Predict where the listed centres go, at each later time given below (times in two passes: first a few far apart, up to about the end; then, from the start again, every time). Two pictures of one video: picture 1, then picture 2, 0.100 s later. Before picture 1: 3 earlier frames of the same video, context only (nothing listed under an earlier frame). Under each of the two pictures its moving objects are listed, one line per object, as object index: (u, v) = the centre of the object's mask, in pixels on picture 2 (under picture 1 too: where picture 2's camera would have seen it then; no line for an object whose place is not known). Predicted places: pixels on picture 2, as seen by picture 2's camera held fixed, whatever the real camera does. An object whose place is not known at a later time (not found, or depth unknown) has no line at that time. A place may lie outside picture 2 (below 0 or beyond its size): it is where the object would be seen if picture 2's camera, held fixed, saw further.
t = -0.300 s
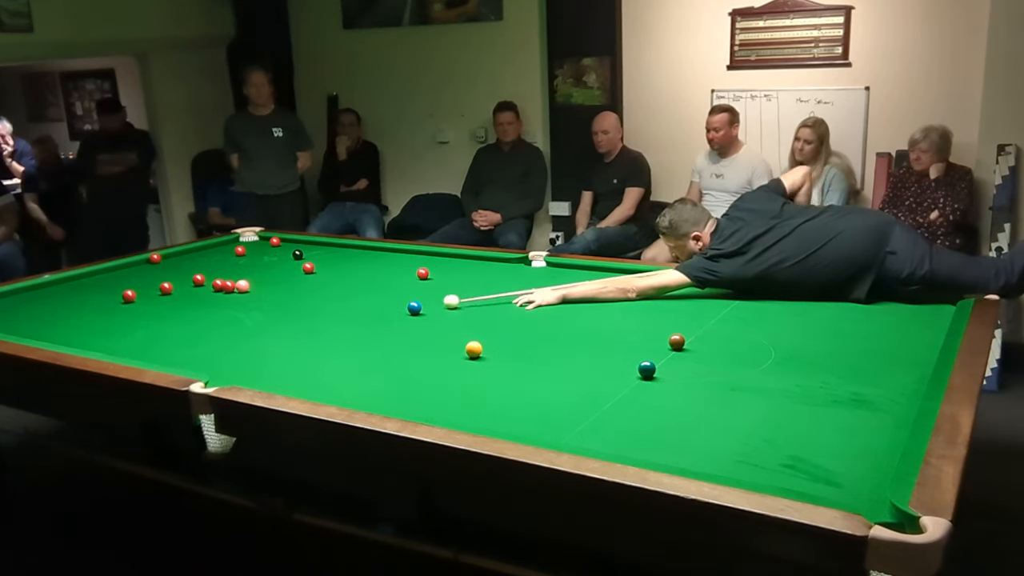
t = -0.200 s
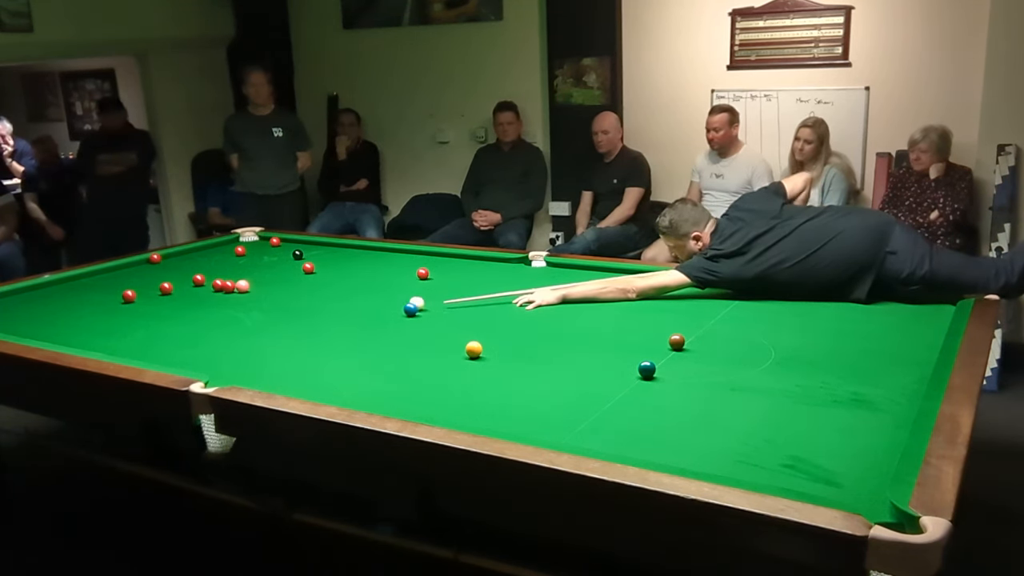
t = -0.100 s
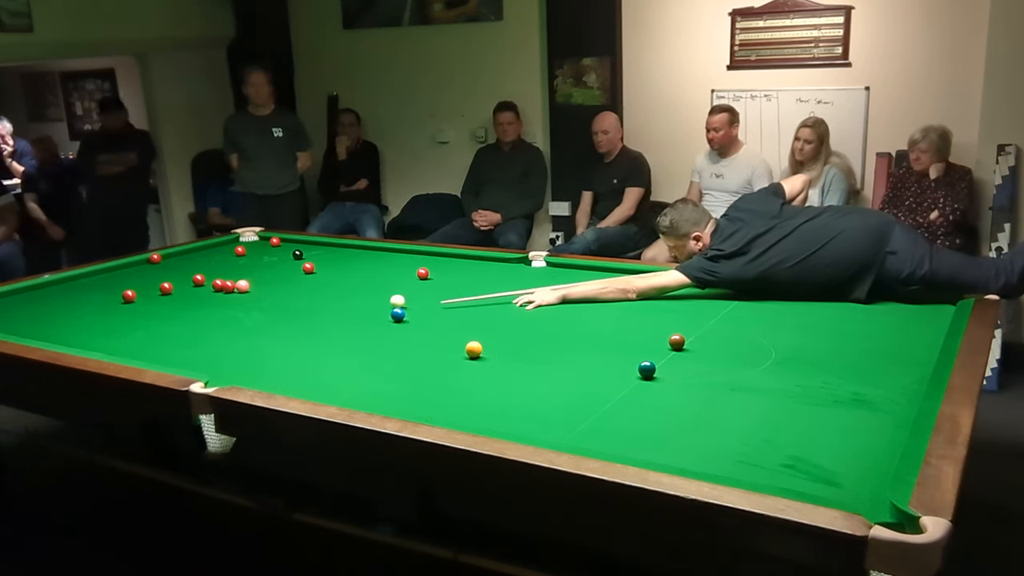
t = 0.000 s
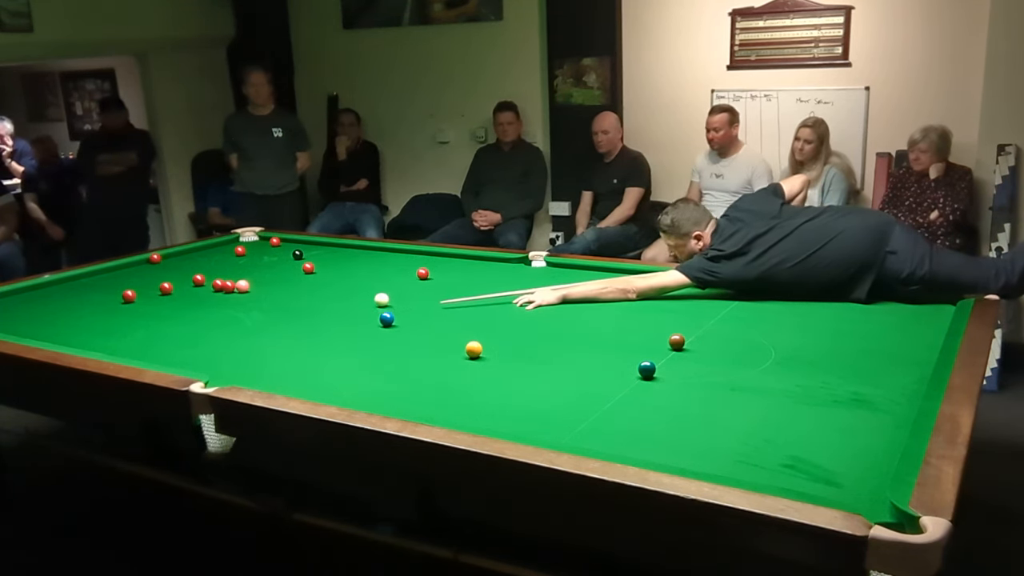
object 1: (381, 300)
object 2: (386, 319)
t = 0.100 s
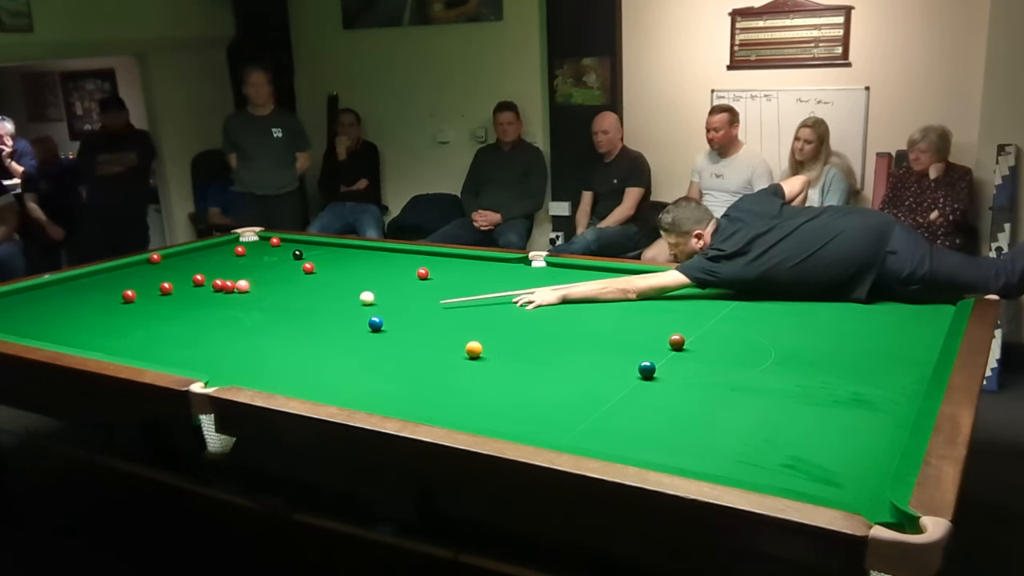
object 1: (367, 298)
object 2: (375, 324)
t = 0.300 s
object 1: (338, 295)
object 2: (353, 333)
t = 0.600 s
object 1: (299, 290)
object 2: (317, 348)
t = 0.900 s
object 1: (263, 286)
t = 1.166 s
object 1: (253, 281)
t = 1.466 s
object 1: (249, 276)
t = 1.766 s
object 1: (245, 272)
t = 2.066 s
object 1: (242, 268)
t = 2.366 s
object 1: (240, 264)
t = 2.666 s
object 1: (237, 261)
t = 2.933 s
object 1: (236, 259)
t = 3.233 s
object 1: (234, 256)
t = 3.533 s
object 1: (232, 254)
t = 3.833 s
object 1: (231, 252)
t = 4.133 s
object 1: (227, 252)
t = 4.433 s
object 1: (225, 251)
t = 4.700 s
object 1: (223, 251)
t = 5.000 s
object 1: (223, 251)
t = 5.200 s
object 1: (223, 251)
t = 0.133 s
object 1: (362, 297)
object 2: (372, 325)
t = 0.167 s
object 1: (357, 296)
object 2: (368, 327)
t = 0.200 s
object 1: (352, 296)
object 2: (364, 329)
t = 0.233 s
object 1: (348, 296)
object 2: (360, 330)
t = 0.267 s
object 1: (343, 295)
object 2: (357, 332)
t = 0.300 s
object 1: (338, 295)
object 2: (353, 333)
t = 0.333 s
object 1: (334, 294)
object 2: (349, 335)
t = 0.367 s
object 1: (329, 293)
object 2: (345, 336)
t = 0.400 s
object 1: (325, 293)
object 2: (341, 338)
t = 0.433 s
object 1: (320, 292)
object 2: (337, 340)
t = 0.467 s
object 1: (316, 292)
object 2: (333, 341)
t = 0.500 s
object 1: (312, 291)
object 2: (329, 343)
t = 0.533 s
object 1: (307, 291)
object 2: (325, 344)
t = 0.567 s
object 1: (303, 290)
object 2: (321, 346)
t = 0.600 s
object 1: (299, 290)
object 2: (317, 348)
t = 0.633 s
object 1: (295, 290)
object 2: (313, 349)
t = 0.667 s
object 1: (291, 289)
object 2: (309, 351)
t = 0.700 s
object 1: (287, 289)
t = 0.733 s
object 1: (283, 288)
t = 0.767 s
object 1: (279, 288)
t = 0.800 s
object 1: (275, 287)
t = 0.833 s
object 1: (271, 287)
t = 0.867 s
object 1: (267, 286)
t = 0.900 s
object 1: (263, 286)
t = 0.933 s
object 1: (260, 286)
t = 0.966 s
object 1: (256, 285)
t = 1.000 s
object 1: (255, 285)
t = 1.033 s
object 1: (255, 284)
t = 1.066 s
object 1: (255, 283)
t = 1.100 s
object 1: (254, 283)
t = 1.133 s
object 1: (254, 282)
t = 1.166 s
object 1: (253, 281)
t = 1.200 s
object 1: (253, 281)
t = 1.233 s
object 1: (252, 280)
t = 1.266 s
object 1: (252, 280)
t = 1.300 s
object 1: (251, 279)
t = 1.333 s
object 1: (251, 278)
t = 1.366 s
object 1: (250, 278)
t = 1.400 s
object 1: (250, 277)
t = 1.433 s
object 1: (249, 277)
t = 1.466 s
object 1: (249, 276)
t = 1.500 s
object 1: (249, 276)
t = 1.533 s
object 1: (248, 275)
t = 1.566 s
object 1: (248, 275)
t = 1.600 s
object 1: (248, 274)
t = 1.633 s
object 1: (247, 274)
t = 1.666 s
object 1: (247, 273)
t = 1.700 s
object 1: (246, 273)
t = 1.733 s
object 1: (246, 272)
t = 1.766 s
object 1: (245, 272)
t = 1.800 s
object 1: (245, 271)
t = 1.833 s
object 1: (245, 271)
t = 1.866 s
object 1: (244, 270)
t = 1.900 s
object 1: (244, 270)
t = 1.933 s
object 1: (244, 269)
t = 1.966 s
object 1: (243, 269)
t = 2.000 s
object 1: (243, 268)
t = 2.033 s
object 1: (243, 268)
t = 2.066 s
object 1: (242, 268)
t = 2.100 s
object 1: (242, 267)
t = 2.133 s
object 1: (242, 267)
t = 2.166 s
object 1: (241, 266)
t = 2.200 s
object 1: (241, 266)
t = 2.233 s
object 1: (241, 265)
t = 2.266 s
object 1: (241, 265)
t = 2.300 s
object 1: (240, 265)
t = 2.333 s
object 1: (240, 264)
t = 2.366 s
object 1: (240, 264)
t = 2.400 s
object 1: (239, 264)
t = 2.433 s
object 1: (239, 263)
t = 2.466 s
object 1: (239, 263)
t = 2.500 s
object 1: (239, 262)
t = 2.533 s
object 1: (239, 262)
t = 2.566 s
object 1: (238, 262)
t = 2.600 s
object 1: (238, 262)
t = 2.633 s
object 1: (238, 261)
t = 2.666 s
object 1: (237, 261)
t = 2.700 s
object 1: (237, 260)
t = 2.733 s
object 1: (237, 260)
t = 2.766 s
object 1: (237, 260)
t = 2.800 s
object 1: (236, 260)
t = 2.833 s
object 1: (236, 259)
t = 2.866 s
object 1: (236, 259)
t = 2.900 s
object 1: (236, 259)
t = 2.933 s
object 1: (236, 259)
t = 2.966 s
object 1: (235, 258)
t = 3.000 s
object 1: (235, 258)
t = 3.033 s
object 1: (235, 258)
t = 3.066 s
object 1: (235, 257)
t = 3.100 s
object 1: (235, 257)
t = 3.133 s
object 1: (234, 257)
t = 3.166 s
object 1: (234, 257)
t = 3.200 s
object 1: (234, 256)
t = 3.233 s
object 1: (234, 256)
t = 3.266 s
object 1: (234, 256)
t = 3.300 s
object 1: (233, 255)
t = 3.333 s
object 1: (233, 255)
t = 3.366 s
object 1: (233, 255)
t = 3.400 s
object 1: (233, 255)
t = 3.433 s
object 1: (233, 255)
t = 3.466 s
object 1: (233, 254)
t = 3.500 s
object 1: (232, 254)
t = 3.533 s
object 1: (232, 254)
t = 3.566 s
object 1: (232, 254)
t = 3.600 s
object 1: (232, 254)
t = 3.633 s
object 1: (232, 254)
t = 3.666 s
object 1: (232, 253)
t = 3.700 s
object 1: (232, 253)
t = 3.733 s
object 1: (231, 253)
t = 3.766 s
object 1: (231, 253)
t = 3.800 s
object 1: (231, 253)
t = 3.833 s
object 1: (231, 252)
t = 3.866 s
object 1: (230, 252)
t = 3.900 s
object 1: (230, 252)
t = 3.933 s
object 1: (229, 252)
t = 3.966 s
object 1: (229, 252)
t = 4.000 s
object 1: (229, 252)
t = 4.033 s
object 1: (228, 252)
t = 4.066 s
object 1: (228, 252)
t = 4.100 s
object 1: (227, 252)
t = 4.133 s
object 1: (227, 252)
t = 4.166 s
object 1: (227, 252)
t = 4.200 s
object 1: (227, 252)
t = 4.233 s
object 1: (226, 252)
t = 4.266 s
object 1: (226, 252)
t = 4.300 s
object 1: (226, 252)
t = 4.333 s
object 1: (226, 252)
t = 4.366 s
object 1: (225, 252)
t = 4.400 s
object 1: (225, 251)
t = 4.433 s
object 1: (225, 251)
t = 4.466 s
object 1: (224, 251)
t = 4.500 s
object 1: (224, 251)
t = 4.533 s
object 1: (224, 251)
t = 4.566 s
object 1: (224, 251)
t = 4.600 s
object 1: (224, 251)
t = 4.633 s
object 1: (224, 251)
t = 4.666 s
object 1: (224, 251)
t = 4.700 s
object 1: (223, 251)
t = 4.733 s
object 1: (223, 251)
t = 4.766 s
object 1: (223, 251)
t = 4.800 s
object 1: (223, 251)
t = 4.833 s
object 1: (223, 251)
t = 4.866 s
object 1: (223, 251)
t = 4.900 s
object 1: (223, 251)
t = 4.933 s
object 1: (223, 251)
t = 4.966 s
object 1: (223, 251)
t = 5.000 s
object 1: (223, 251)
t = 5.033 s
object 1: (223, 251)
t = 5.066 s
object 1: (223, 251)
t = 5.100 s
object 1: (223, 251)
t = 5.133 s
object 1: (223, 251)
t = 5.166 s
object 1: (223, 251)
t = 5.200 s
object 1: (223, 251)
